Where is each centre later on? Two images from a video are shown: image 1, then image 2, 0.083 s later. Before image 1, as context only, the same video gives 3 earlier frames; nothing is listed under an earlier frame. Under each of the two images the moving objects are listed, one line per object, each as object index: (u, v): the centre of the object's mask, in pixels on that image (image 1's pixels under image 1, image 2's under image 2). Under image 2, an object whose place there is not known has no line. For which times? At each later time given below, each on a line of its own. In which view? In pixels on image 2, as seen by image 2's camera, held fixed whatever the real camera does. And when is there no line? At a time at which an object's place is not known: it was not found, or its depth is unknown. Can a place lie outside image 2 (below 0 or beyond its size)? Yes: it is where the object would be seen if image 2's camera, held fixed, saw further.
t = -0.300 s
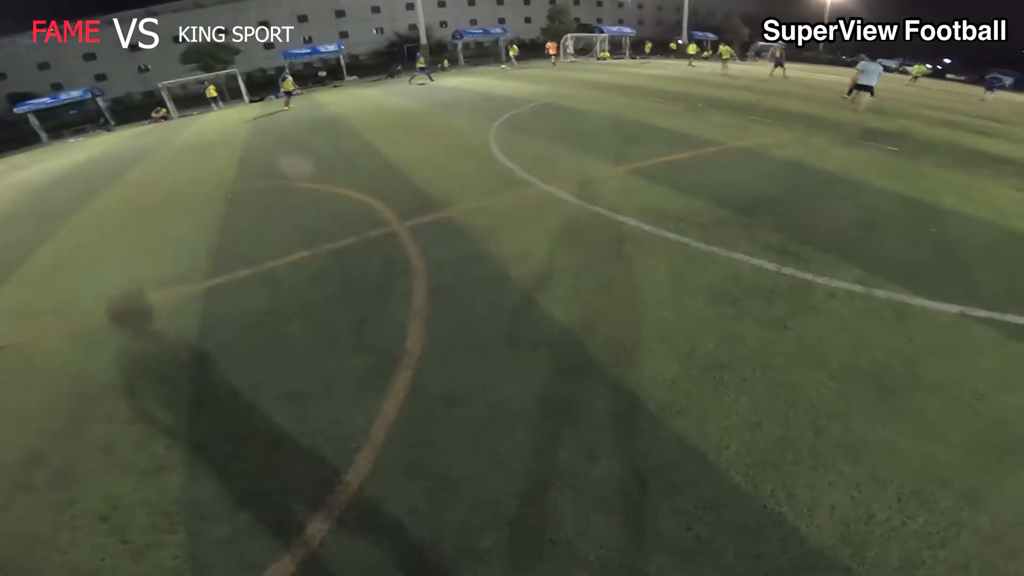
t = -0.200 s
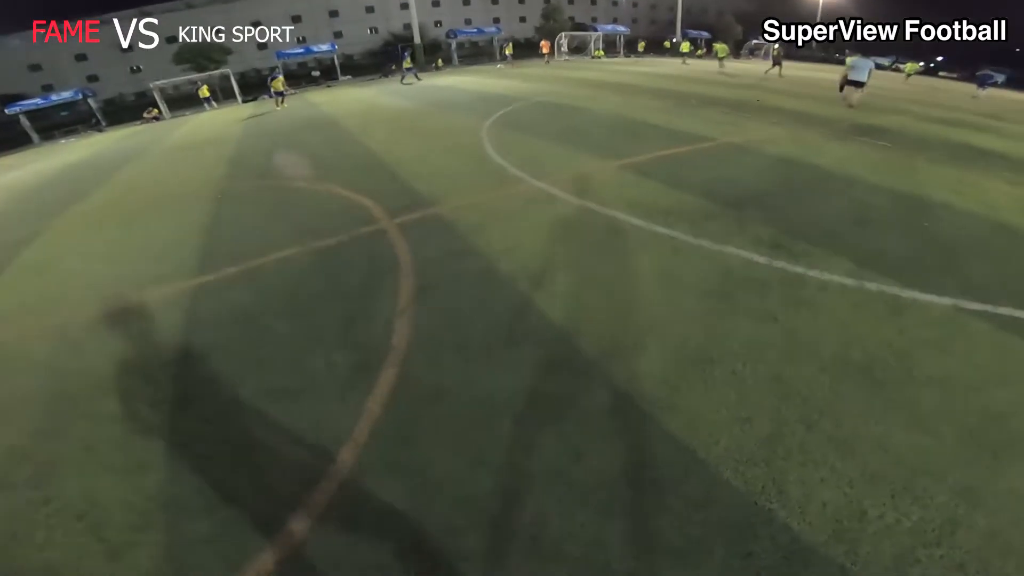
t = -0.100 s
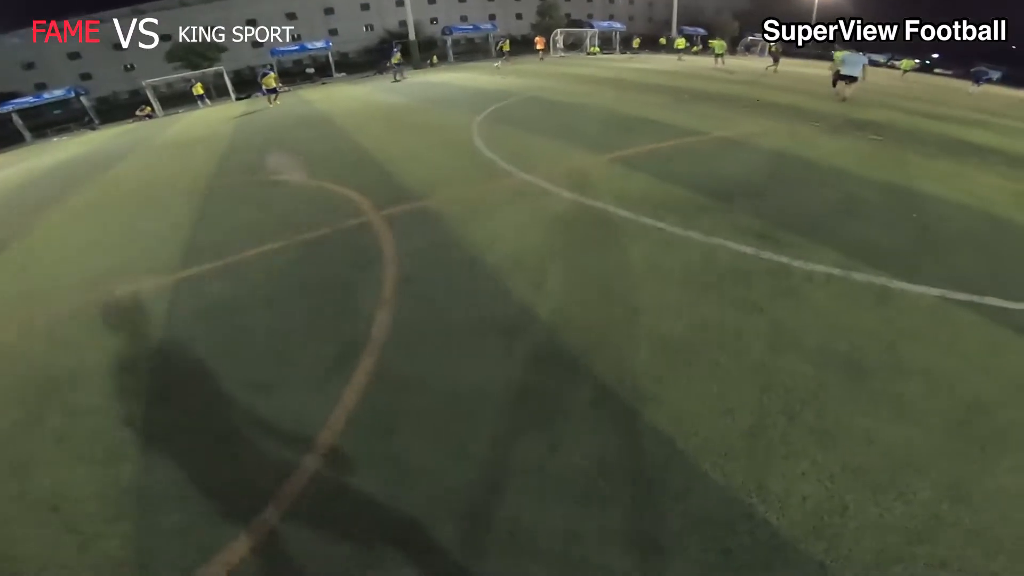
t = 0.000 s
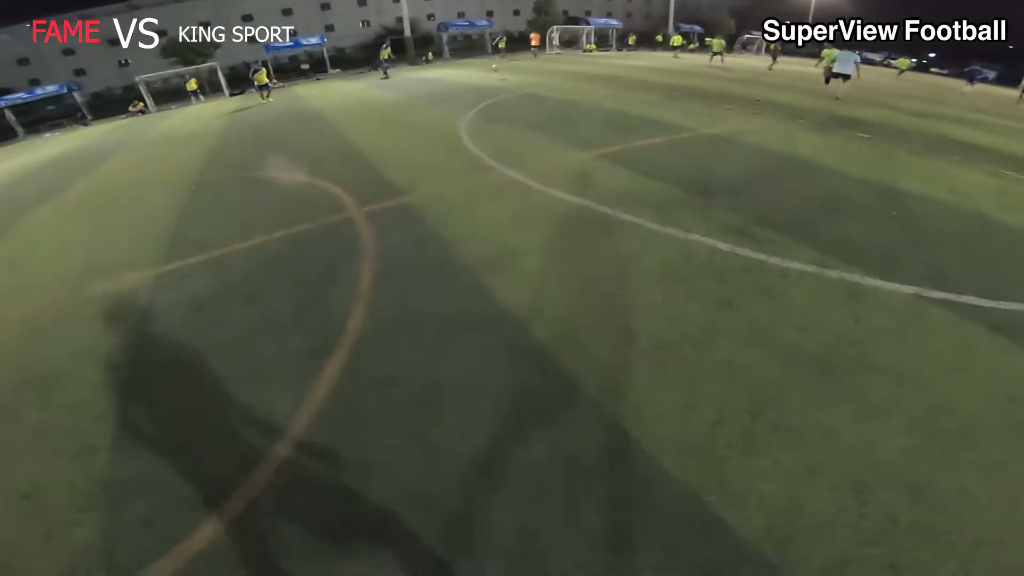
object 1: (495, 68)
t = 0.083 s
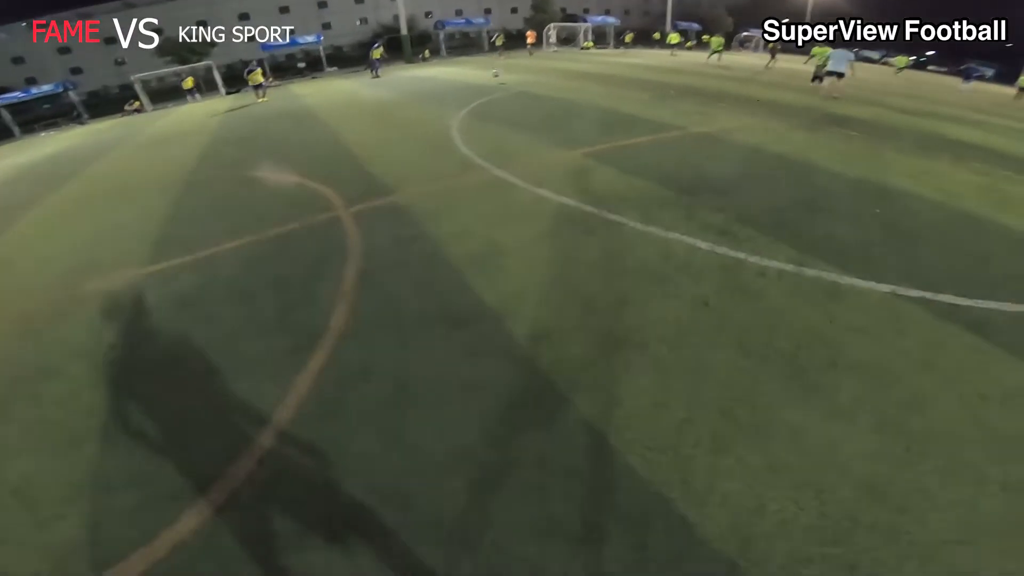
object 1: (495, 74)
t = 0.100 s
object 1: (497, 76)
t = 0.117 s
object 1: (498, 78)
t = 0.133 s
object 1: (500, 81)
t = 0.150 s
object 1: (501, 83)
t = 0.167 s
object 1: (501, 85)
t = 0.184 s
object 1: (503, 85)
